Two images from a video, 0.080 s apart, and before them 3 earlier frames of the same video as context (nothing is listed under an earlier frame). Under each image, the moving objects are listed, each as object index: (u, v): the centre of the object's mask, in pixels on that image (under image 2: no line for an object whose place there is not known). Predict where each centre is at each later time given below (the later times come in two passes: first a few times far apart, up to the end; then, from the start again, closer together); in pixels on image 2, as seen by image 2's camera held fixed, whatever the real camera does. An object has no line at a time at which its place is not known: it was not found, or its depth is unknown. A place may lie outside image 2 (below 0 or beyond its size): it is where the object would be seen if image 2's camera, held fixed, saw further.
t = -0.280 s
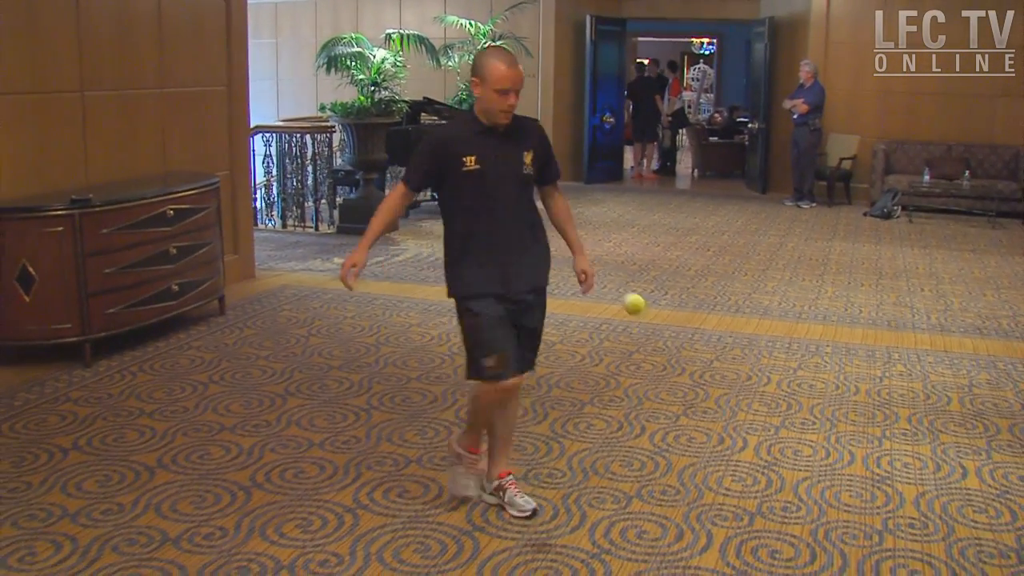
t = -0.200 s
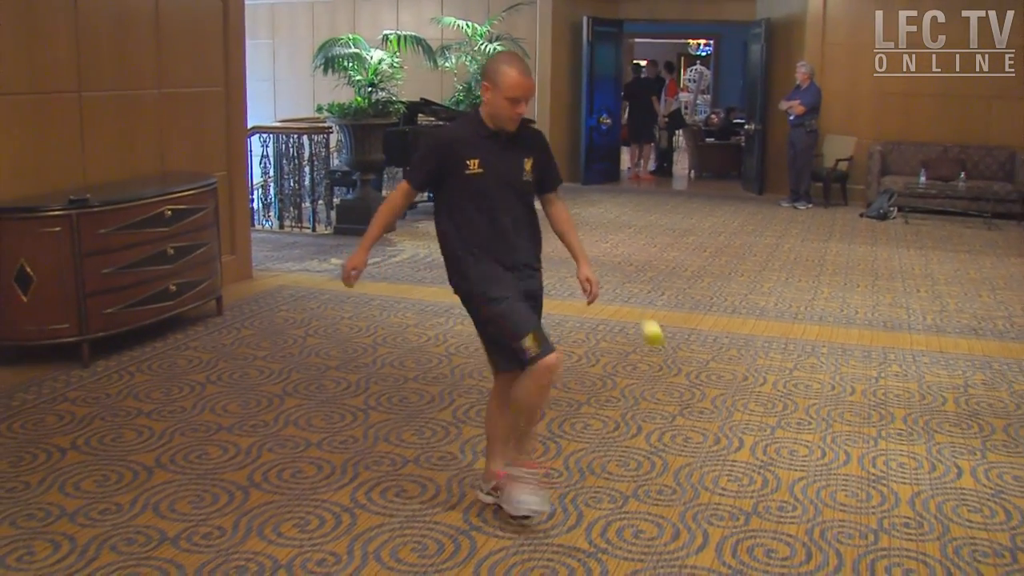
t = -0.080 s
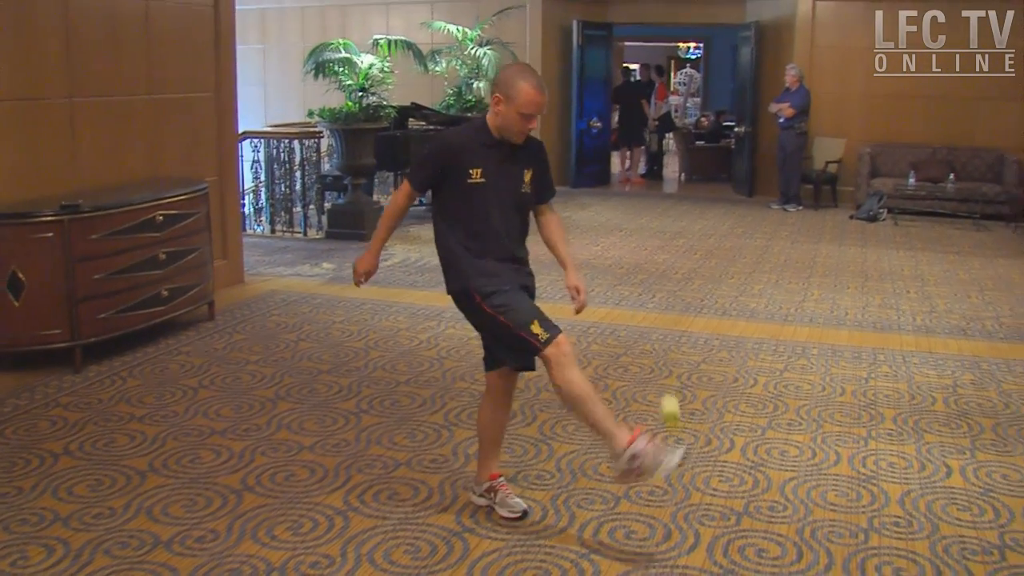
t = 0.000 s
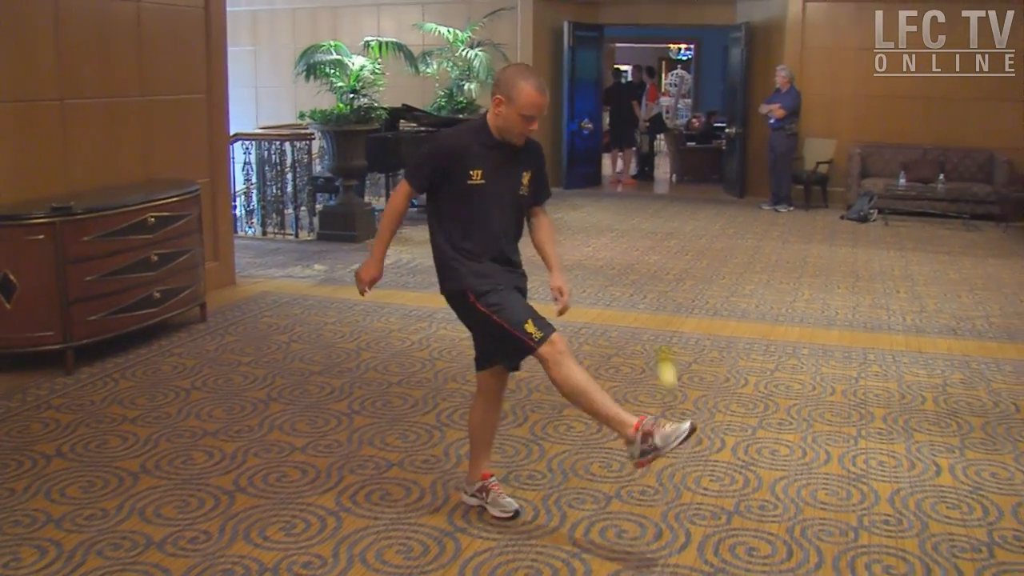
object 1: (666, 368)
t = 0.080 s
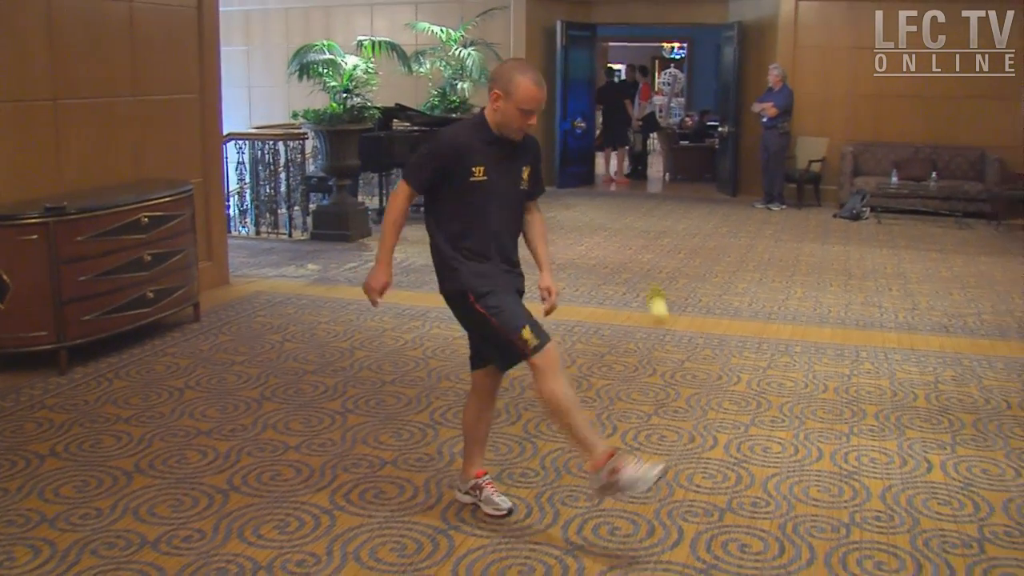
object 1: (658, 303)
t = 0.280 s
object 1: (648, 234)
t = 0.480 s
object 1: (627, 280)
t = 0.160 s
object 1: (654, 263)
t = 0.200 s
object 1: (653, 249)
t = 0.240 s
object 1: (650, 240)
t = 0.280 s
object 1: (648, 234)
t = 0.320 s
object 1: (645, 234)
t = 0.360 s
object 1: (643, 238)
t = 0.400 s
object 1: (639, 247)
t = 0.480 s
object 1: (627, 280)
